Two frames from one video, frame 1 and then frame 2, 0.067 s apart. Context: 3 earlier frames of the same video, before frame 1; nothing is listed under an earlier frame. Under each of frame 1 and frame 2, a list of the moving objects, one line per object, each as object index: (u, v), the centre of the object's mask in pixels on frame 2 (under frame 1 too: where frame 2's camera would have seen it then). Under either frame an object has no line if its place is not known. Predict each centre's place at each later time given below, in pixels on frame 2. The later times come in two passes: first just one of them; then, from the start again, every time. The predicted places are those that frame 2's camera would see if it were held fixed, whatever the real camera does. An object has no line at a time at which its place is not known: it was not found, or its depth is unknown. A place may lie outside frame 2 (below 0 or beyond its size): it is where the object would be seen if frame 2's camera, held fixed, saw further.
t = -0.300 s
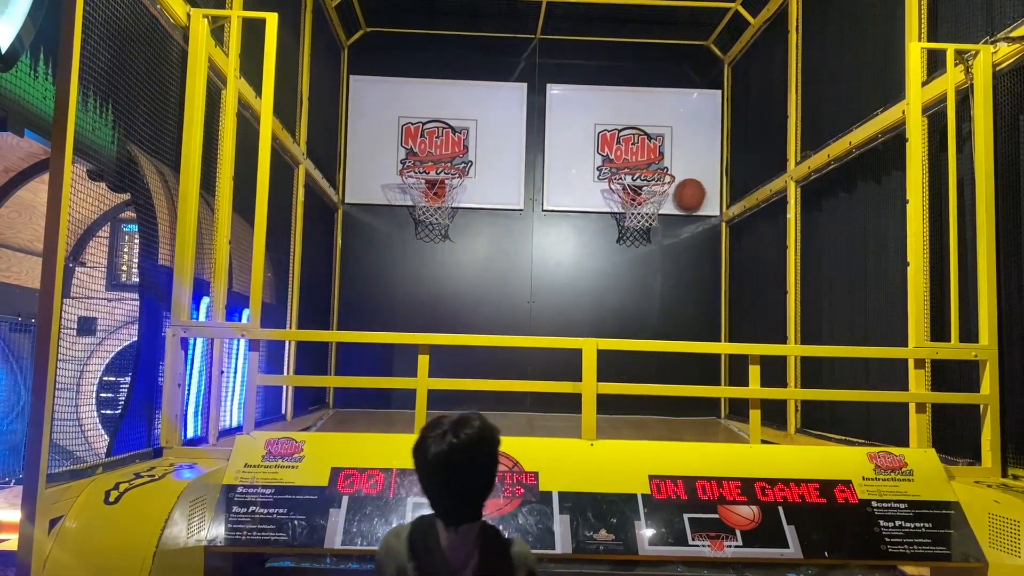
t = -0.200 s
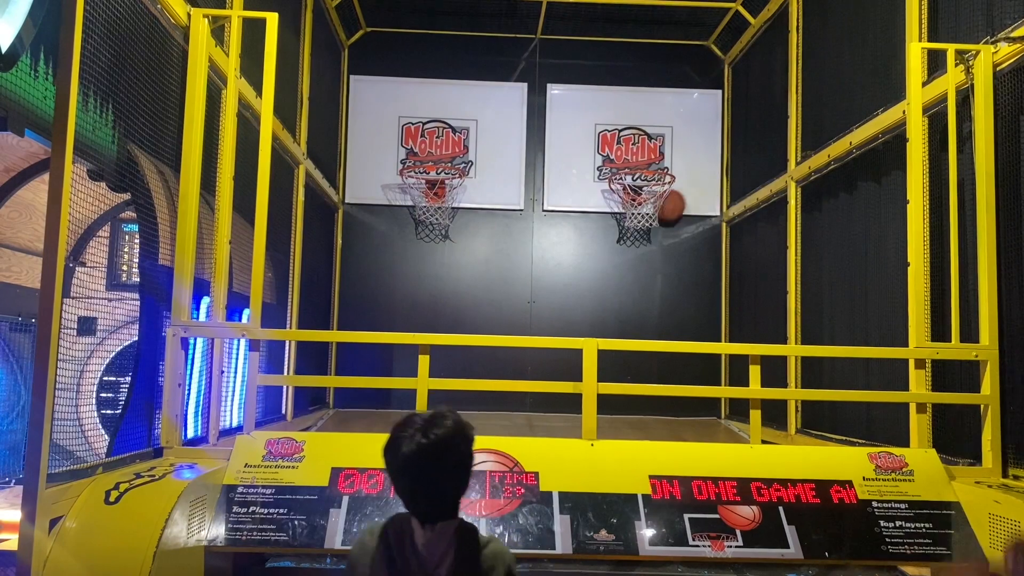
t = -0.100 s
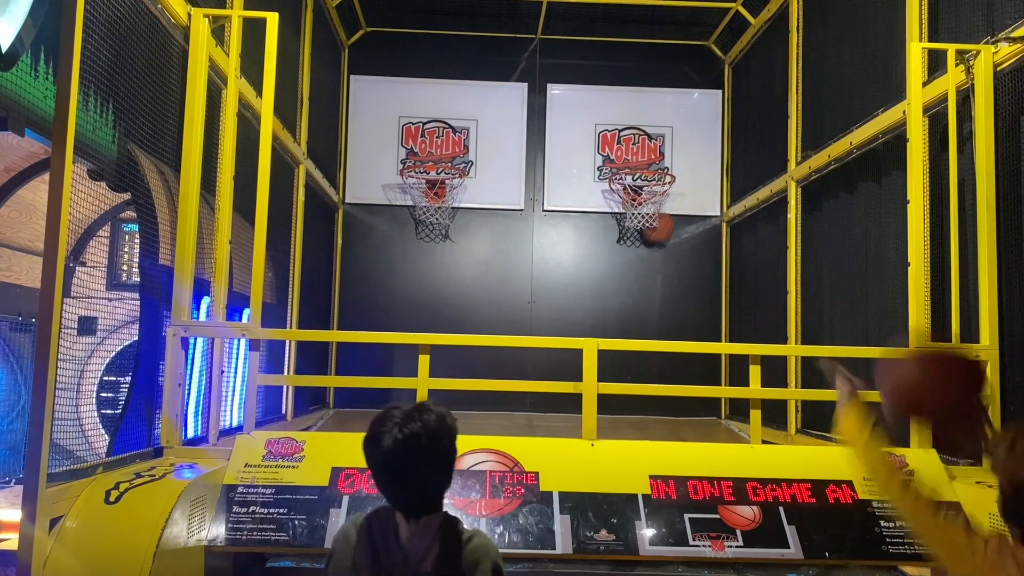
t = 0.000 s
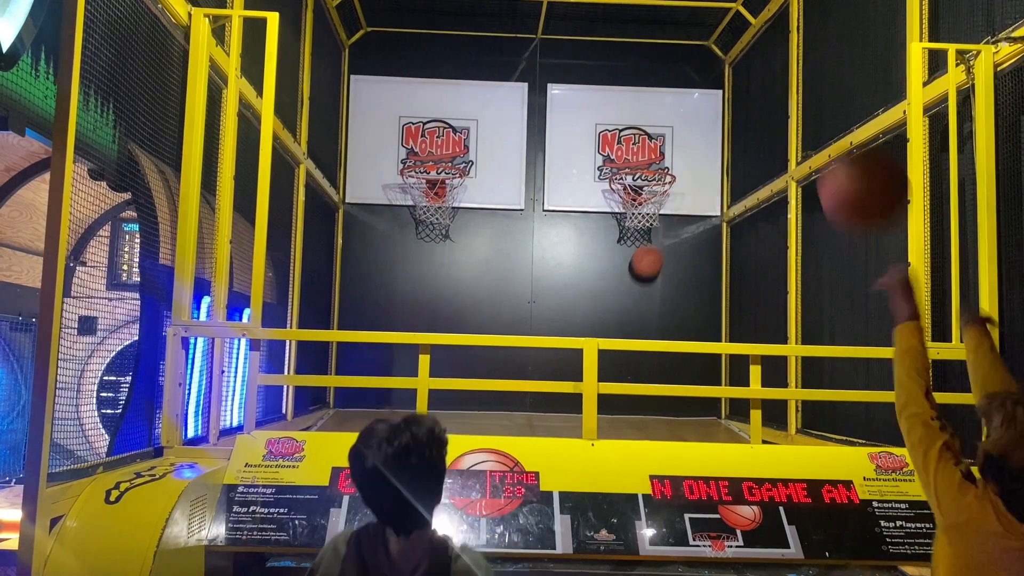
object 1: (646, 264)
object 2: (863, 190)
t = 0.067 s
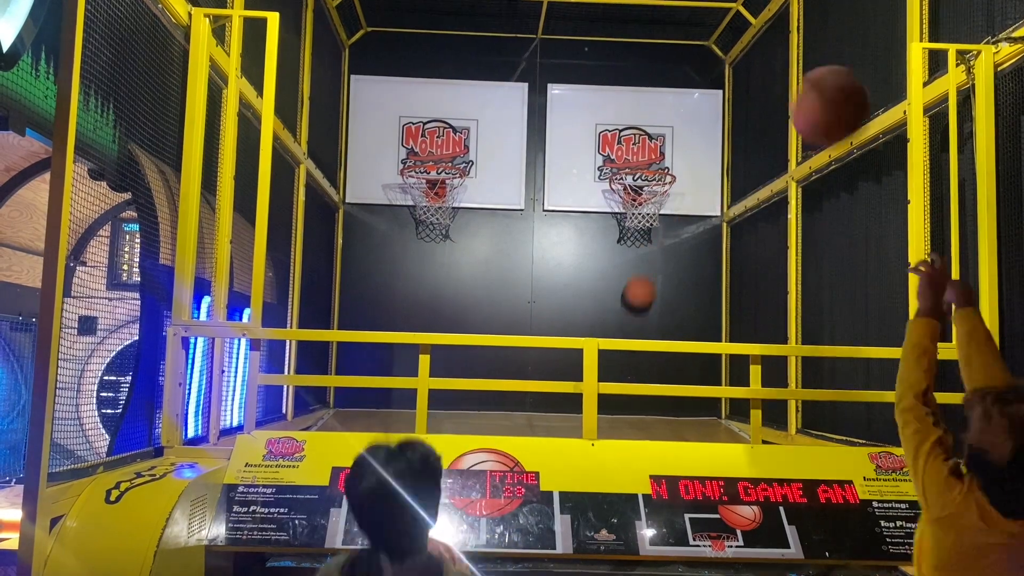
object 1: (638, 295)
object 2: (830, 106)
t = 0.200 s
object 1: (622, 368)
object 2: (780, 25)
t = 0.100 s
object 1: (634, 312)
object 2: (816, 78)
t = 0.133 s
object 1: (632, 326)
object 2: (803, 54)
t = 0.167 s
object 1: (626, 358)
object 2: (791, 35)
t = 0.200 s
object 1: (622, 368)
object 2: (780, 25)
